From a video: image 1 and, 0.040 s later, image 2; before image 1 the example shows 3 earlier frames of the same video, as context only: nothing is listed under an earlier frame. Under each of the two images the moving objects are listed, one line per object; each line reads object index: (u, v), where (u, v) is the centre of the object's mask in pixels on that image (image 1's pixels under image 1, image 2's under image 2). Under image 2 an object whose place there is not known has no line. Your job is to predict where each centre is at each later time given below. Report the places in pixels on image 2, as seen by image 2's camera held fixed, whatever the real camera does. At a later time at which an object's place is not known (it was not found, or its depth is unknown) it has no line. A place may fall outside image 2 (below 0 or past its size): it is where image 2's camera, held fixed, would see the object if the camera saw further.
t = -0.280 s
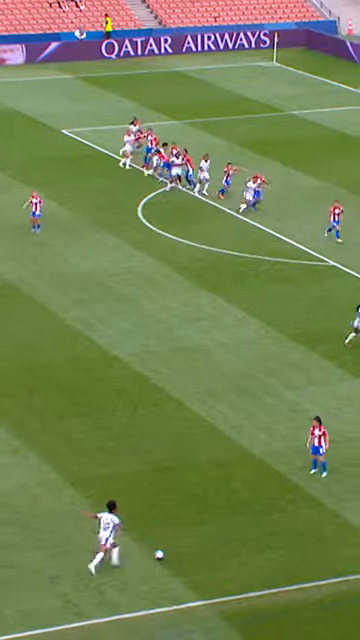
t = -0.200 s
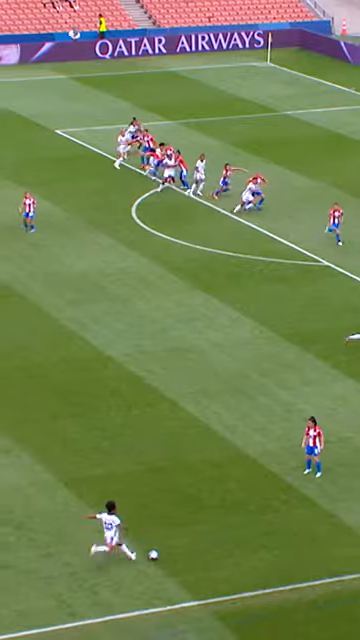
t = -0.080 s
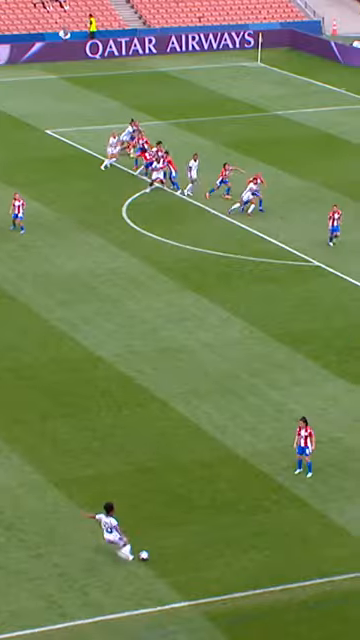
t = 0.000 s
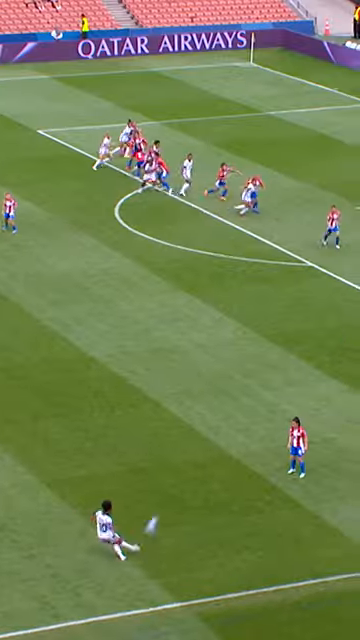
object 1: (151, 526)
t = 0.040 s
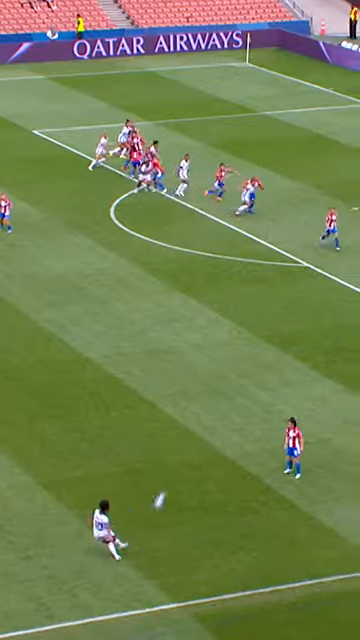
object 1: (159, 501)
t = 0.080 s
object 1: (172, 478)
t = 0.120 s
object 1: (183, 454)
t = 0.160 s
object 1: (192, 431)
